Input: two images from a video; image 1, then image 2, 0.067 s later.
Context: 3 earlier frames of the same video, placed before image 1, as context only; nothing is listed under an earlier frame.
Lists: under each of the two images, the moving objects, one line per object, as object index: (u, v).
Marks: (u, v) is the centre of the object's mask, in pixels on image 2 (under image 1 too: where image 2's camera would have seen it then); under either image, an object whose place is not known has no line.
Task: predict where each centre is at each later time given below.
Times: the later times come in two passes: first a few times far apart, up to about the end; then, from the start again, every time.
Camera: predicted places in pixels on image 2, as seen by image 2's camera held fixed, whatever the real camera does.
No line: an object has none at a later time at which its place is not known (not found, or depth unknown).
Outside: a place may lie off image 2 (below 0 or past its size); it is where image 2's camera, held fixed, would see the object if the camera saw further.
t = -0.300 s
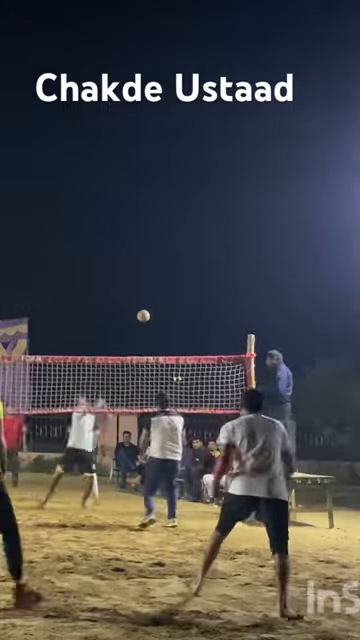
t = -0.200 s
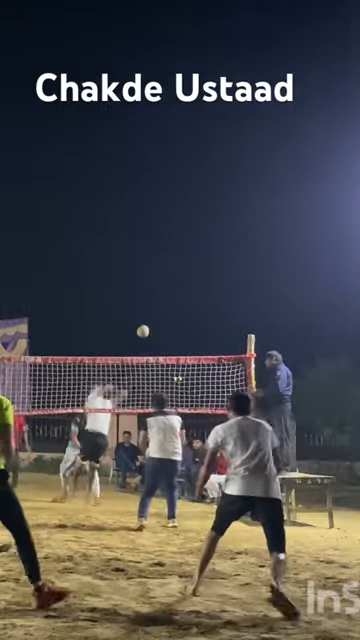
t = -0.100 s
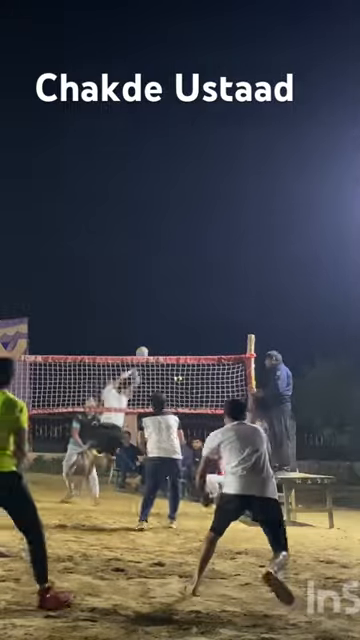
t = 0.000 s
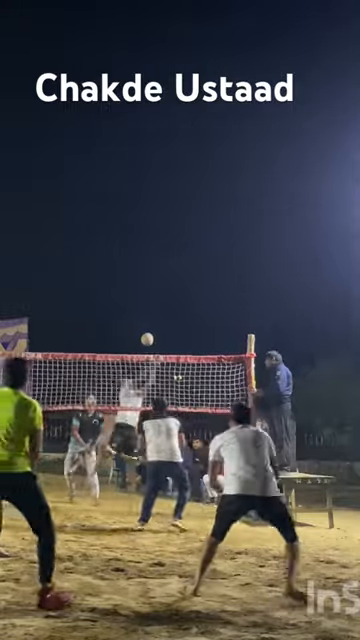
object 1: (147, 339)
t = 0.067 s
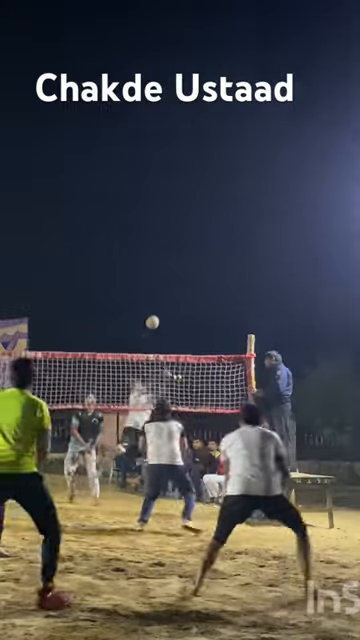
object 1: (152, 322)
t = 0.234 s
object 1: (165, 289)
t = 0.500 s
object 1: (189, 275)
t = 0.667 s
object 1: (205, 297)
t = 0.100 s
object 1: (155, 314)
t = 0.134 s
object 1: (158, 307)
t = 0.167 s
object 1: (160, 300)
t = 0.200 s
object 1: (162, 295)
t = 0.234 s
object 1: (165, 289)
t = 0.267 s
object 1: (168, 285)
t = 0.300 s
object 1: (171, 281)
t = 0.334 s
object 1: (174, 278)
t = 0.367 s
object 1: (177, 275)
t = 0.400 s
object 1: (180, 274)
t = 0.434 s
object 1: (183, 273)
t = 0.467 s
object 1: (186, 274)
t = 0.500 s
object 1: (189, 275)
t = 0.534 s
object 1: (192, 277)
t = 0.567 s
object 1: (195, 280)
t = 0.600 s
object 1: (198, 285)
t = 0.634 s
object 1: (202, 290)
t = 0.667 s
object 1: (205, 297)
